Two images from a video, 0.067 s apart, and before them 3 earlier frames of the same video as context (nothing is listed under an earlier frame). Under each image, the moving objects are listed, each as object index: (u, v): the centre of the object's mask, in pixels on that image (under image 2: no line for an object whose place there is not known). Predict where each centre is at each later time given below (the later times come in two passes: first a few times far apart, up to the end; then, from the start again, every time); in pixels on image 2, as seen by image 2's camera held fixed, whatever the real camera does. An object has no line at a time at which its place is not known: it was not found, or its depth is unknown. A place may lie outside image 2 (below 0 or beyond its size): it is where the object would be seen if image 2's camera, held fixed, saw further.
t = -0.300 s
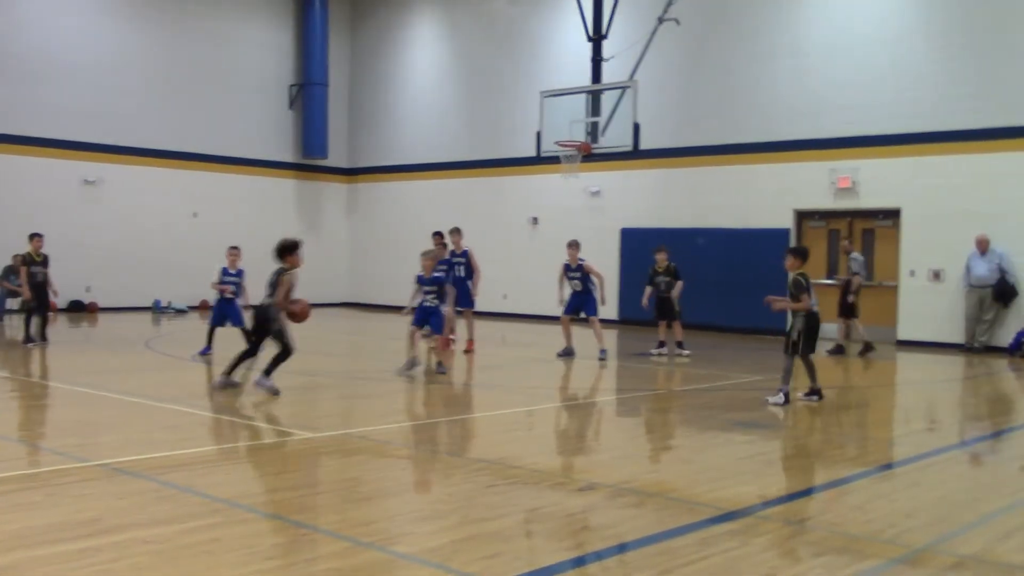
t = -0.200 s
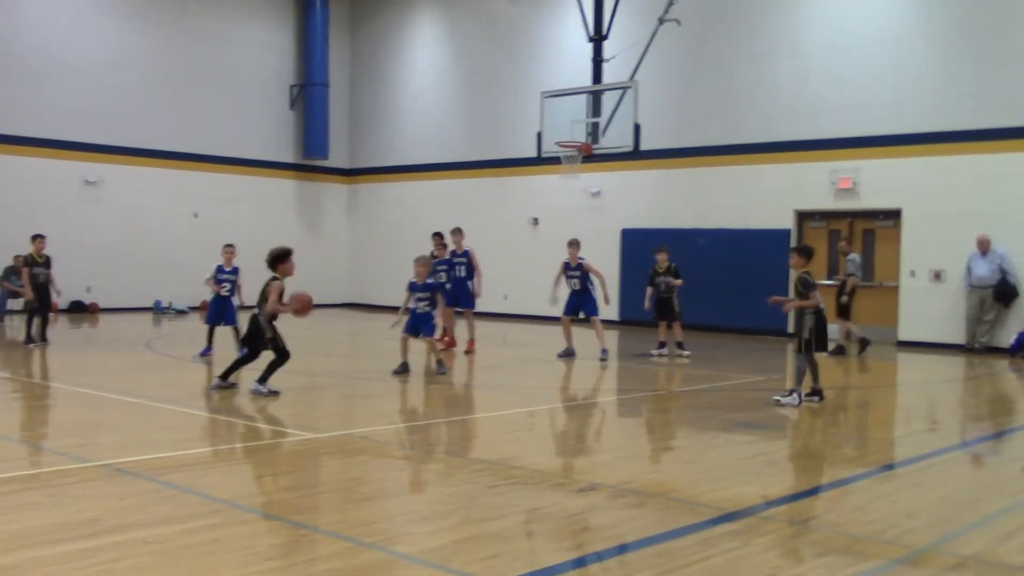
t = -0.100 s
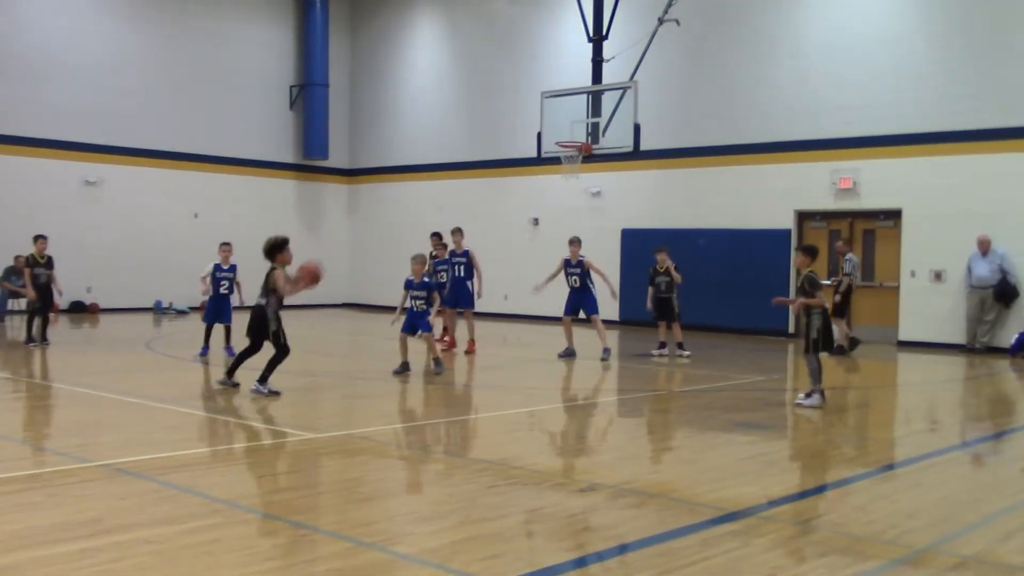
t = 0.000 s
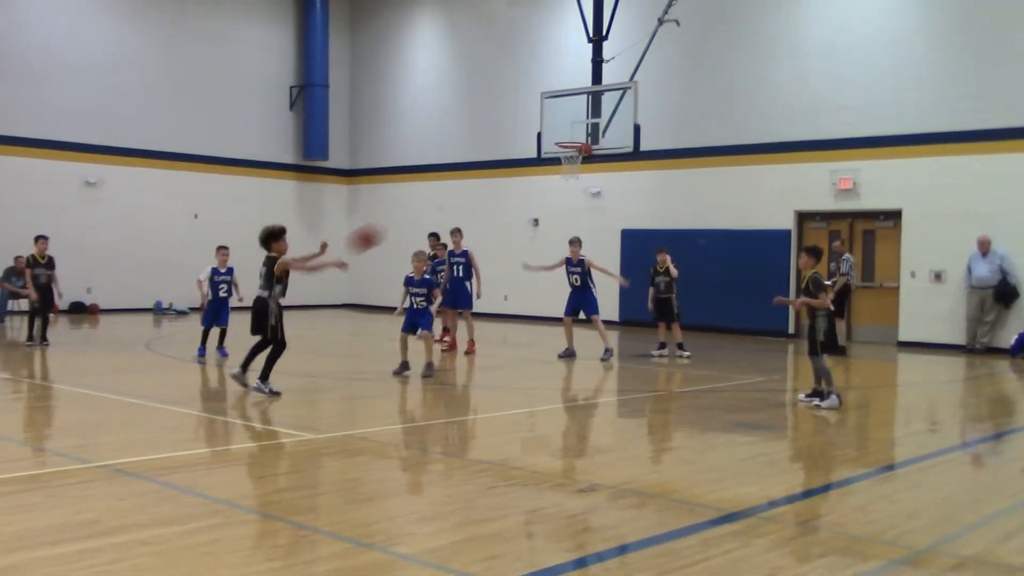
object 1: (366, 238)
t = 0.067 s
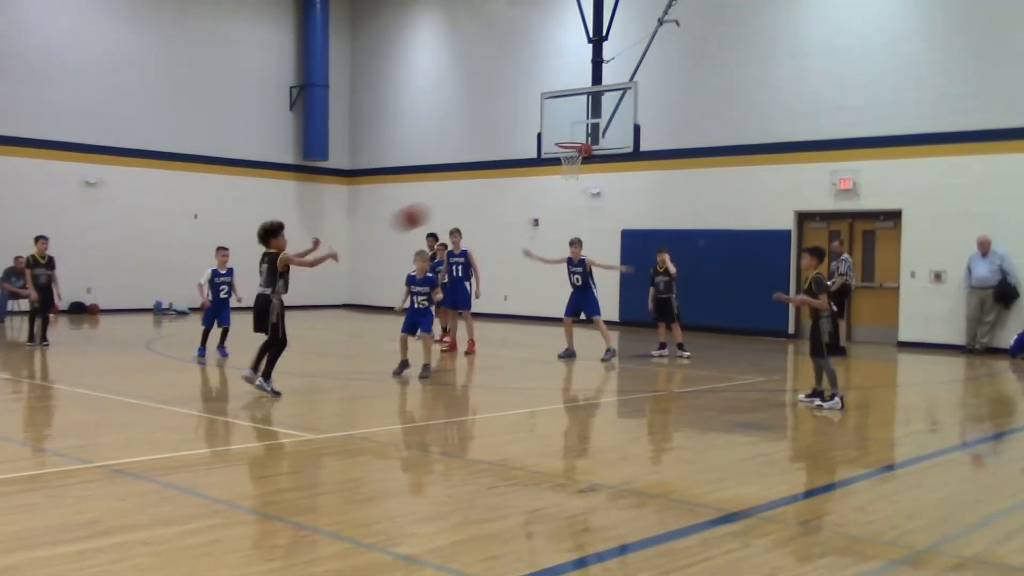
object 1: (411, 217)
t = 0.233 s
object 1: (521, 188)
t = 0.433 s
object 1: (652, 187)
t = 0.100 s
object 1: (434, 209)
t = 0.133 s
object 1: (456, 201)
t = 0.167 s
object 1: (478, 195)
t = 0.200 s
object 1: (500, 190)
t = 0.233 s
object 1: (521, 188)
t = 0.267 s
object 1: (543, 185)
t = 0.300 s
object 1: (565, 183)
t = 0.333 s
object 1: (588, 183)
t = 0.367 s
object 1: (611, 183)
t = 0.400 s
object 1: (631, 184)
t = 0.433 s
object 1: (652, 187)
